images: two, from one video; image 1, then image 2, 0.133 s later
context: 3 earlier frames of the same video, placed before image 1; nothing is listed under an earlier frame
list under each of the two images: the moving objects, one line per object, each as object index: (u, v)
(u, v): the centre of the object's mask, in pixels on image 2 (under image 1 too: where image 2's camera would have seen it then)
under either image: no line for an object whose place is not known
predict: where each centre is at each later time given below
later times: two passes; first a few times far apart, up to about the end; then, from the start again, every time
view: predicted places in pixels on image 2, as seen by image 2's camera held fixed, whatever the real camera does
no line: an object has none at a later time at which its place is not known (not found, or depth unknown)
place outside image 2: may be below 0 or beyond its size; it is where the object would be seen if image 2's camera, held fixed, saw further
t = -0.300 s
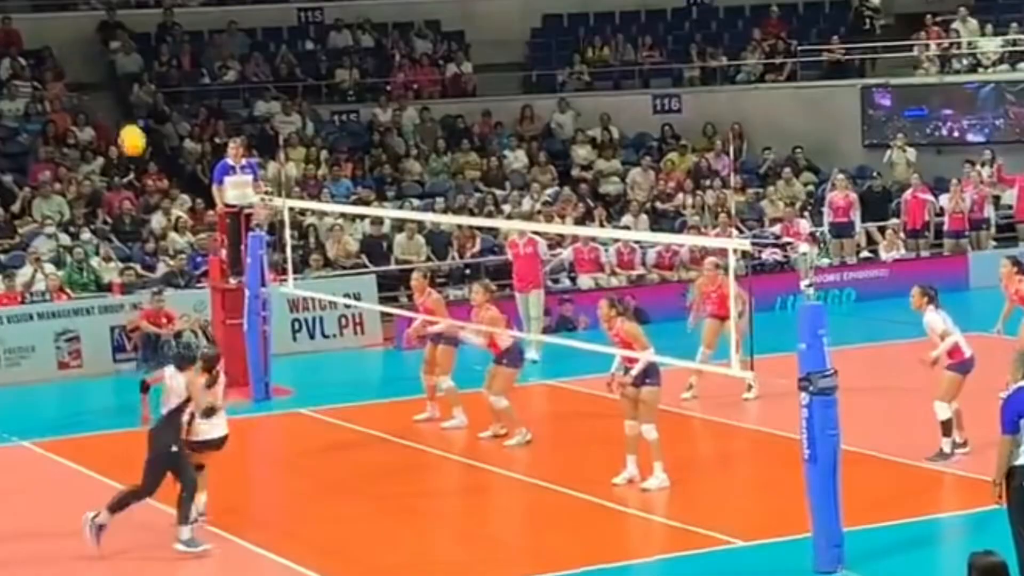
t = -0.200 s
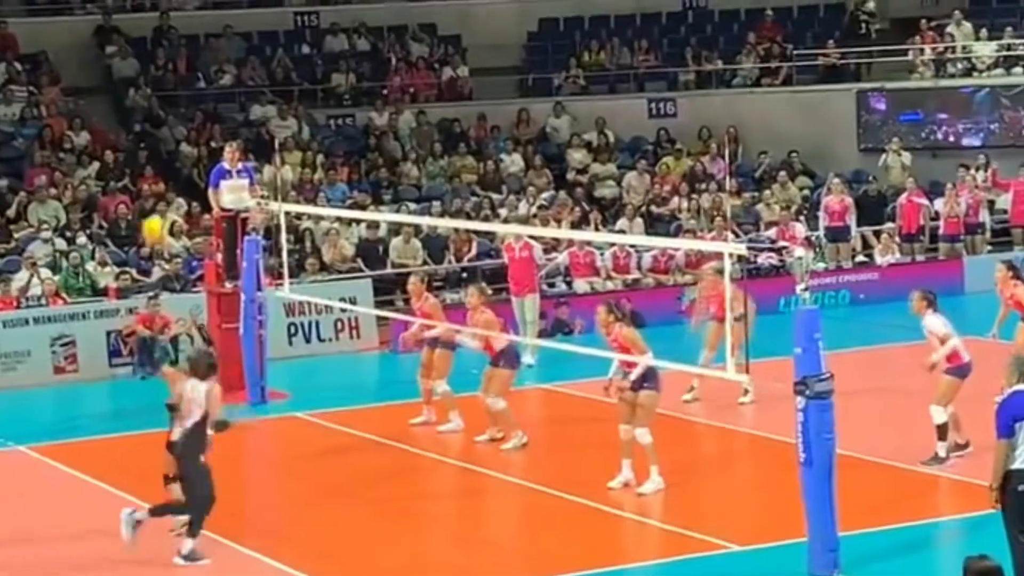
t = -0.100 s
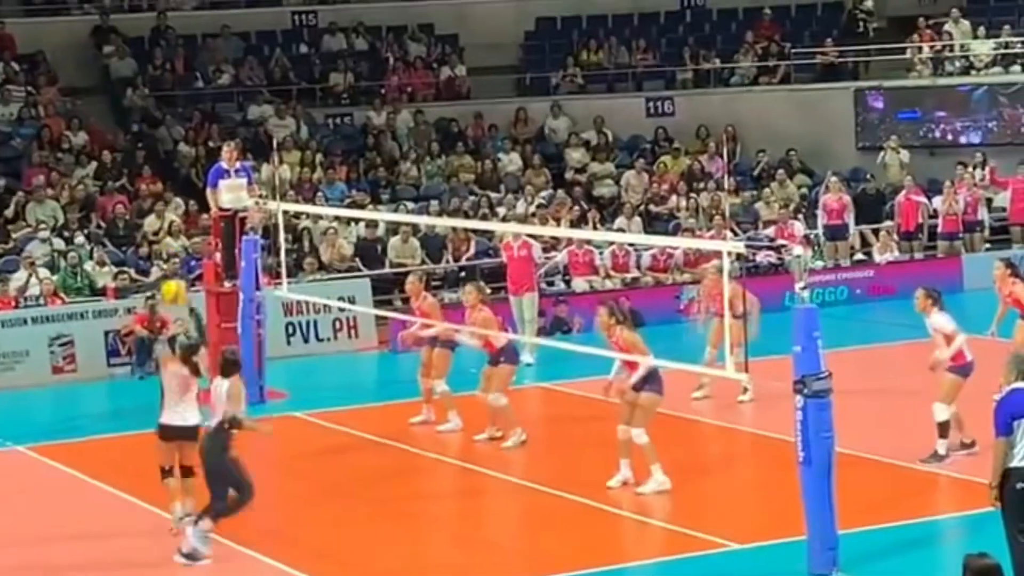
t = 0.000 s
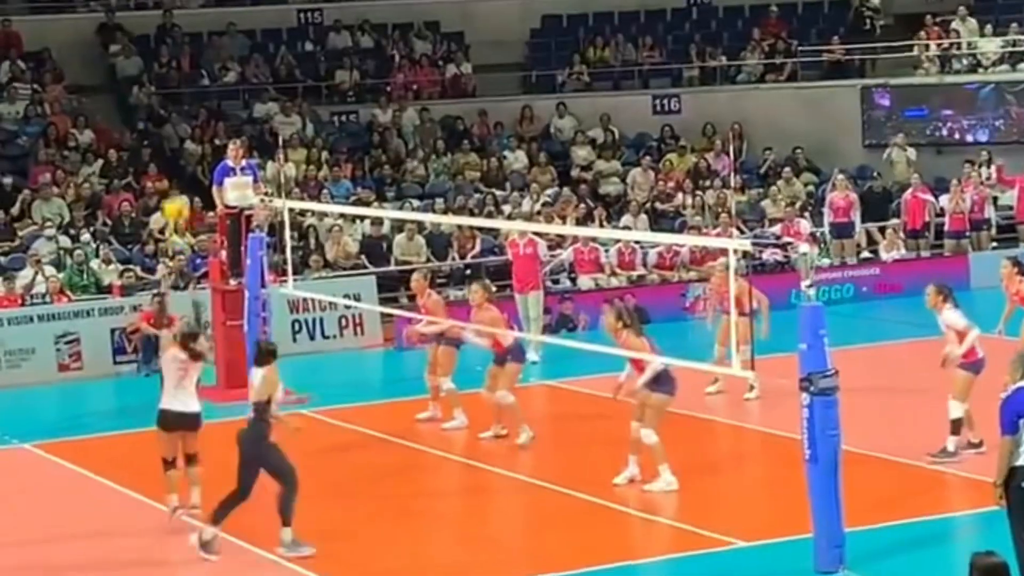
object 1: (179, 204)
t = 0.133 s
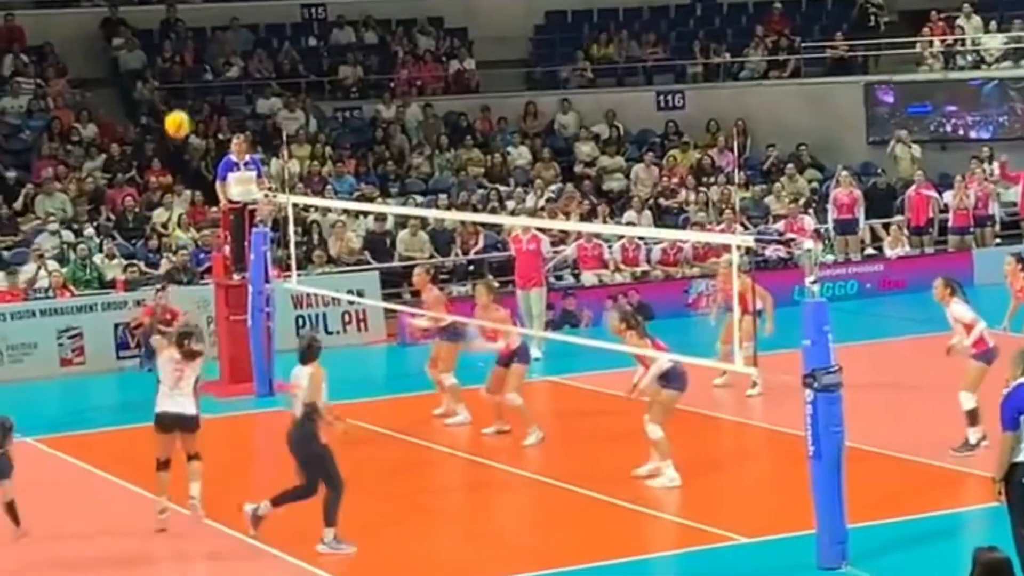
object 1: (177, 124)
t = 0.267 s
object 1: (177, 69)
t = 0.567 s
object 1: (178, 28)
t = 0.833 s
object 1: (182, 72)
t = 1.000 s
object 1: (187, 134)
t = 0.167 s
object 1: (178, 109)
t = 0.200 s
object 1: (178, 94)
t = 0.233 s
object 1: (177, 80)
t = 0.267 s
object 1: (177, 69)
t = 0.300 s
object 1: (176, 60)
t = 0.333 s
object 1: (176, 50)
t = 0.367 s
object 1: (176, 43)
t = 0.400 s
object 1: (176, 38)
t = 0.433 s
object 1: (176, 33)
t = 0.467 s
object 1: (177, 30)
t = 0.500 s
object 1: (177, 28)
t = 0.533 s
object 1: (177, 27)
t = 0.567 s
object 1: (178, 28)
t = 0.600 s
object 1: (178, 29)
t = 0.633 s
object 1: (179, 32)
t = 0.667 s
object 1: (179, 36)
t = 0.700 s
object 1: (179, 42)
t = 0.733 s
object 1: (179, 47)
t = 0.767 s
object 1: (181, 55)
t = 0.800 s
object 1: (182, 63)
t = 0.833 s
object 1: (182, 72)
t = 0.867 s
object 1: (183, 83)
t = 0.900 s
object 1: (184, 94)
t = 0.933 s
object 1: (185, 105)
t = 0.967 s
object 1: (186, 119)
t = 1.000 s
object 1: (187, 134)
